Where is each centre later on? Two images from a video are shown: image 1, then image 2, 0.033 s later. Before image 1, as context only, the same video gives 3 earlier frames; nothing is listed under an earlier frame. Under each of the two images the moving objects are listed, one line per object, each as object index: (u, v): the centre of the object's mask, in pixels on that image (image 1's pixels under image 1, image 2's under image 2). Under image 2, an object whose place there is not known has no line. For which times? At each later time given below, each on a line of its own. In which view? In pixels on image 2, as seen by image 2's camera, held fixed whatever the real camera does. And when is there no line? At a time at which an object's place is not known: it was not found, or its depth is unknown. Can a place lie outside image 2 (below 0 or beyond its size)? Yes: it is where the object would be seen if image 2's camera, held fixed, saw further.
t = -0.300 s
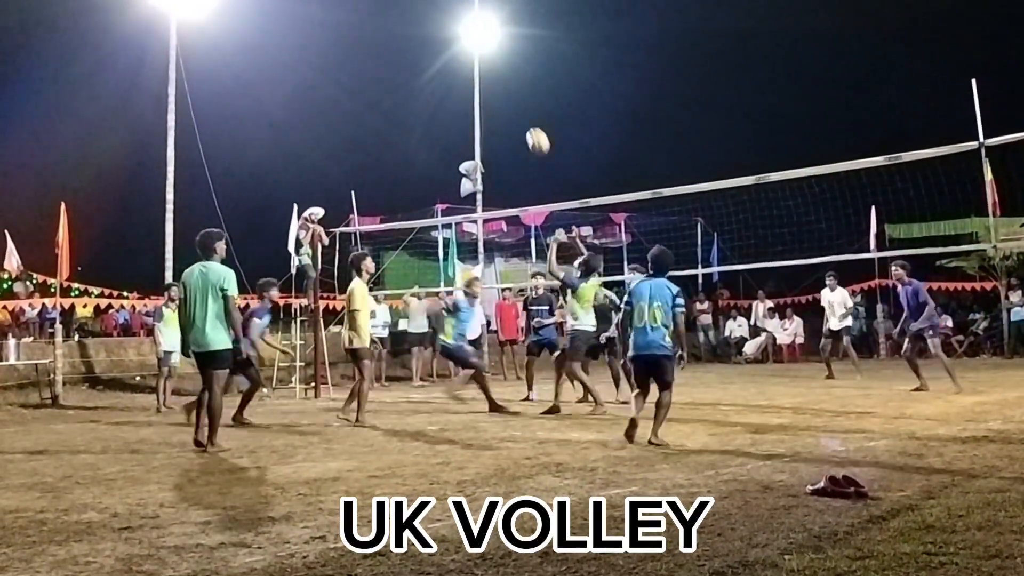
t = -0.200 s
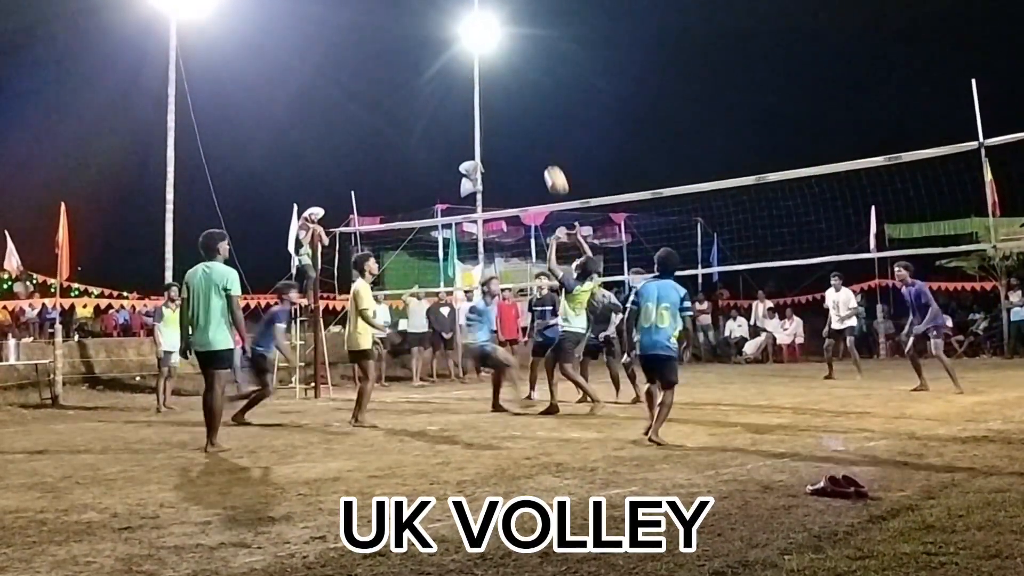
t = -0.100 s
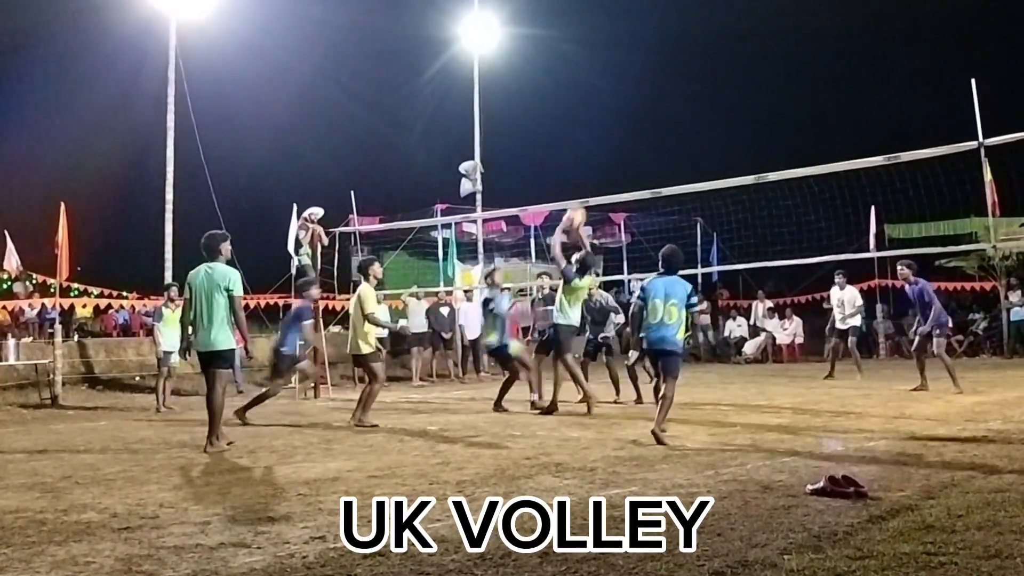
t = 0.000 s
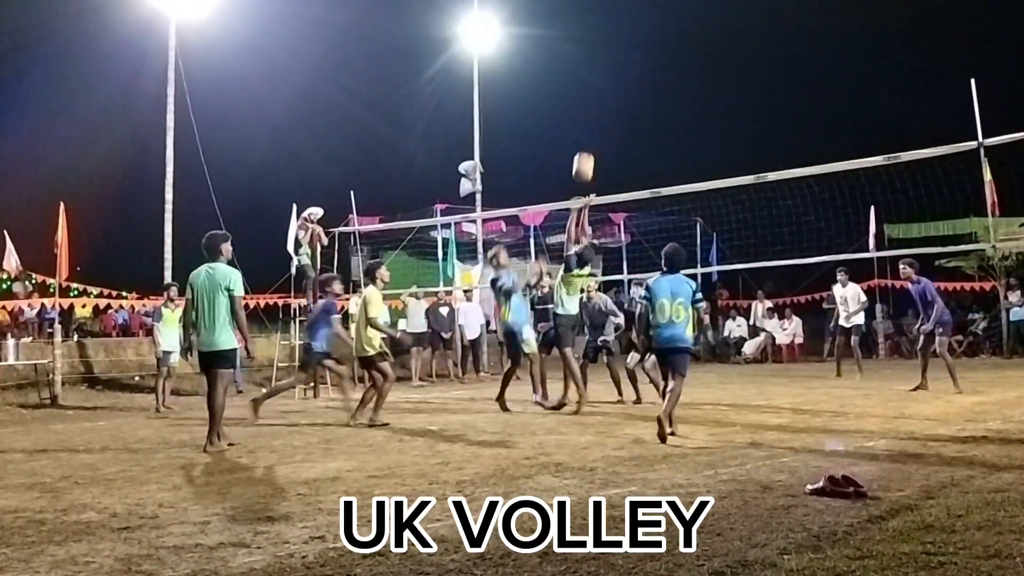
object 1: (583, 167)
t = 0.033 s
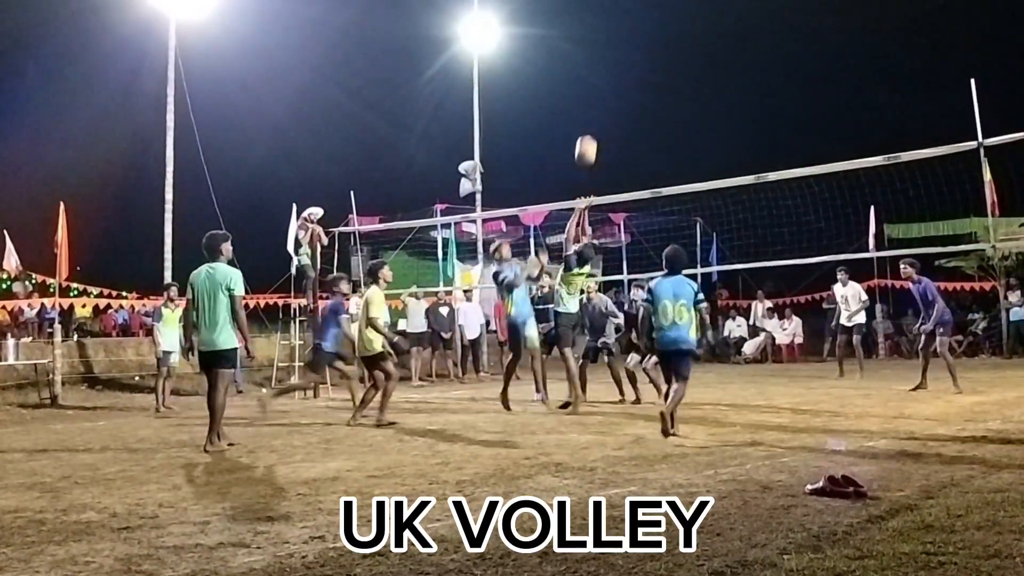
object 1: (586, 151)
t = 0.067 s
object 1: (589, 136)
